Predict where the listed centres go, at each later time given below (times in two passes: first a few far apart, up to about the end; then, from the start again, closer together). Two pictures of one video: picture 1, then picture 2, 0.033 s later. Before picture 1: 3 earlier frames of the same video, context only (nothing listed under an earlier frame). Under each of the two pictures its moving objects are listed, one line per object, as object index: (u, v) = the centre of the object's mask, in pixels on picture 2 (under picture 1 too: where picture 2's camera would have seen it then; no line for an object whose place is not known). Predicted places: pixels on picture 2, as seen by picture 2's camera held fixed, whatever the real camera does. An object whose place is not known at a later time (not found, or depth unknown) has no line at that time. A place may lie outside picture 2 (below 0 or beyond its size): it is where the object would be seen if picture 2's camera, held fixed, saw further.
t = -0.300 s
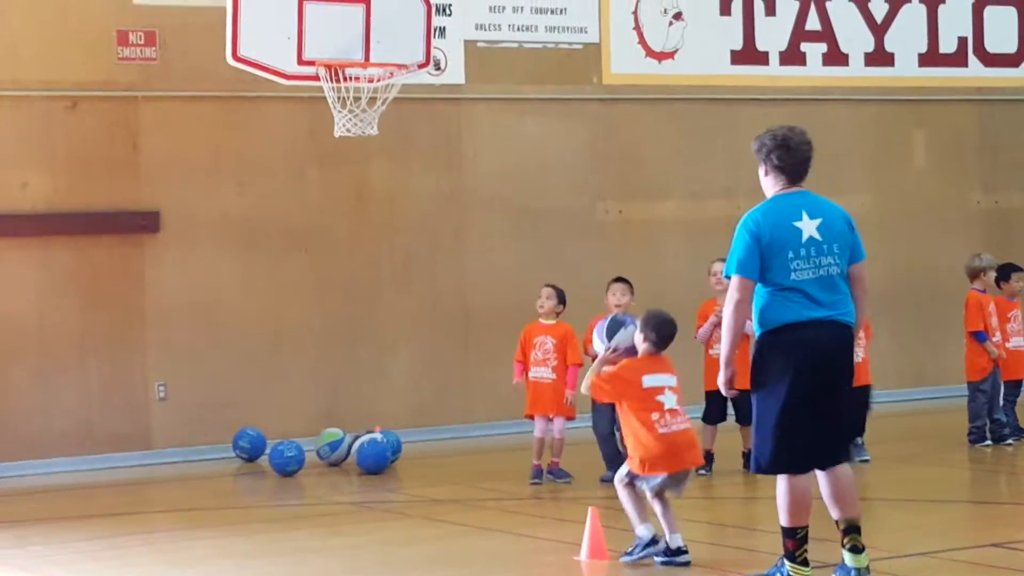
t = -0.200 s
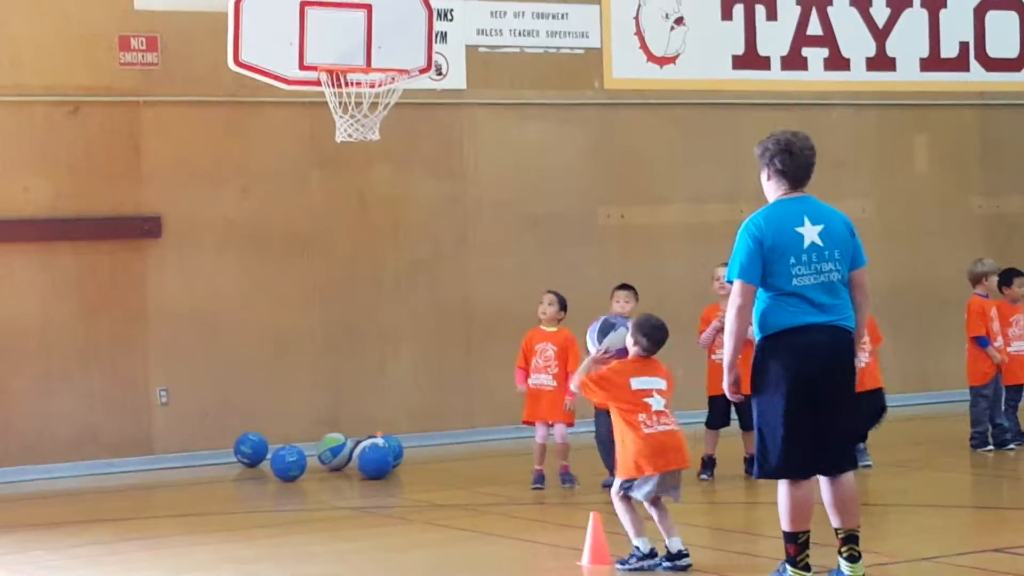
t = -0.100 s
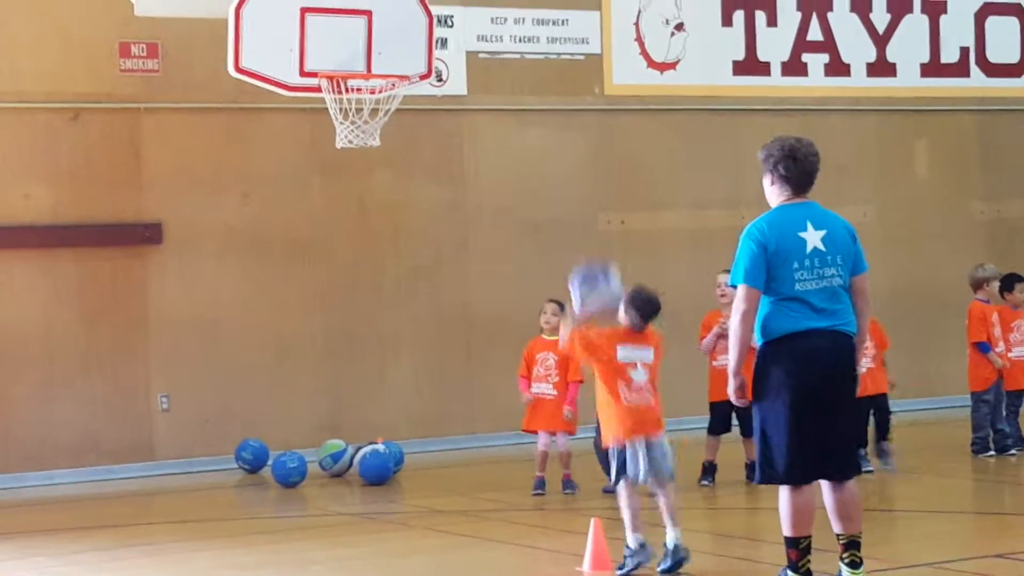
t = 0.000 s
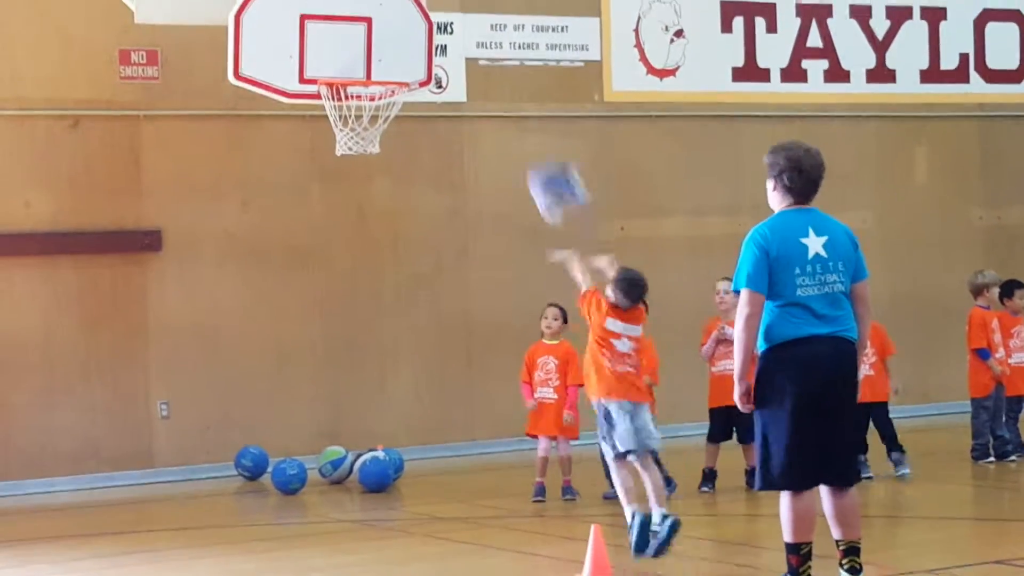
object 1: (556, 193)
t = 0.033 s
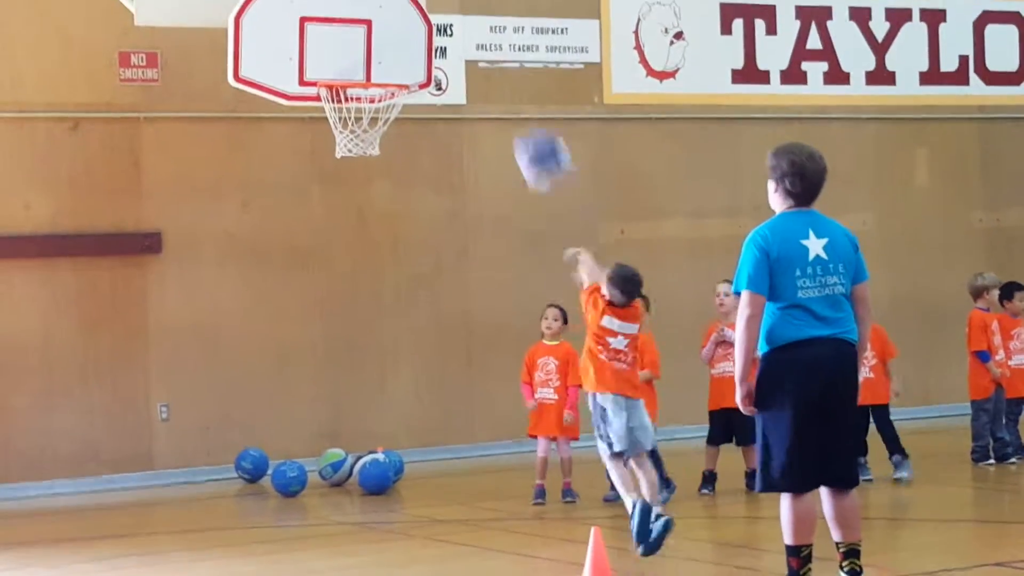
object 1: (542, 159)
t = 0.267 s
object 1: (455, 4)
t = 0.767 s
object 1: (372, 41)
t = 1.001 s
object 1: (376, 47)
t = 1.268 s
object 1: (375, 62)
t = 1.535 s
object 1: (383, 140)
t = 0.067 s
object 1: (528, 127)
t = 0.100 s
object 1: (515, 98)
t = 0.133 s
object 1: (503, 77)
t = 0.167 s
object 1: (492, 56)
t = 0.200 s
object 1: (481, 33)
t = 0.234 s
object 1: (466, 16)
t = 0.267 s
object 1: (455, 4)
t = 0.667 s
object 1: (353, 2)
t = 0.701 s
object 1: (360, 13)
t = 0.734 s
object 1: (366, 26)
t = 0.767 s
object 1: (372, 41)
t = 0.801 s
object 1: (380, 56)
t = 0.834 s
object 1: (384, 64)
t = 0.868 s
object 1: (382, 56)
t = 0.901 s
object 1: (381, 51)
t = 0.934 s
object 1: (379, 48)
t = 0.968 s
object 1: (378, 46)
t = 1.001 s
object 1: (376, 47)
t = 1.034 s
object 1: (375, 49)
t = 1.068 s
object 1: (375, 55)
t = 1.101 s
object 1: (374, 58)
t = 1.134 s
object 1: (374, 58)
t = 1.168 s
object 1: (374, 59)
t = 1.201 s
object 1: (374, 62)
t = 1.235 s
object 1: (374, 62)
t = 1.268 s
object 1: (375, 62)
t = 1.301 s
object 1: (376, 64)
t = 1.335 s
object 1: (376, 70)
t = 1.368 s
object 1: (377, 75)
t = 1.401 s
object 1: (378, 82)
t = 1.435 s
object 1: (379, 94)
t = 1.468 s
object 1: (380, 106)
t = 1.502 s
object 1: (382, 122)
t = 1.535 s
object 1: (383, 140)
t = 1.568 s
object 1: (384, 158)
